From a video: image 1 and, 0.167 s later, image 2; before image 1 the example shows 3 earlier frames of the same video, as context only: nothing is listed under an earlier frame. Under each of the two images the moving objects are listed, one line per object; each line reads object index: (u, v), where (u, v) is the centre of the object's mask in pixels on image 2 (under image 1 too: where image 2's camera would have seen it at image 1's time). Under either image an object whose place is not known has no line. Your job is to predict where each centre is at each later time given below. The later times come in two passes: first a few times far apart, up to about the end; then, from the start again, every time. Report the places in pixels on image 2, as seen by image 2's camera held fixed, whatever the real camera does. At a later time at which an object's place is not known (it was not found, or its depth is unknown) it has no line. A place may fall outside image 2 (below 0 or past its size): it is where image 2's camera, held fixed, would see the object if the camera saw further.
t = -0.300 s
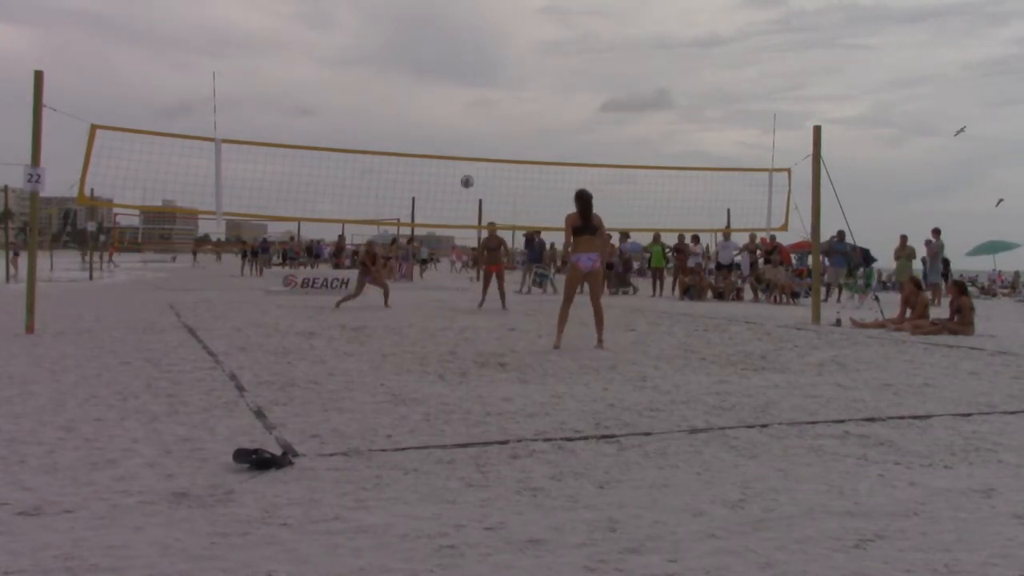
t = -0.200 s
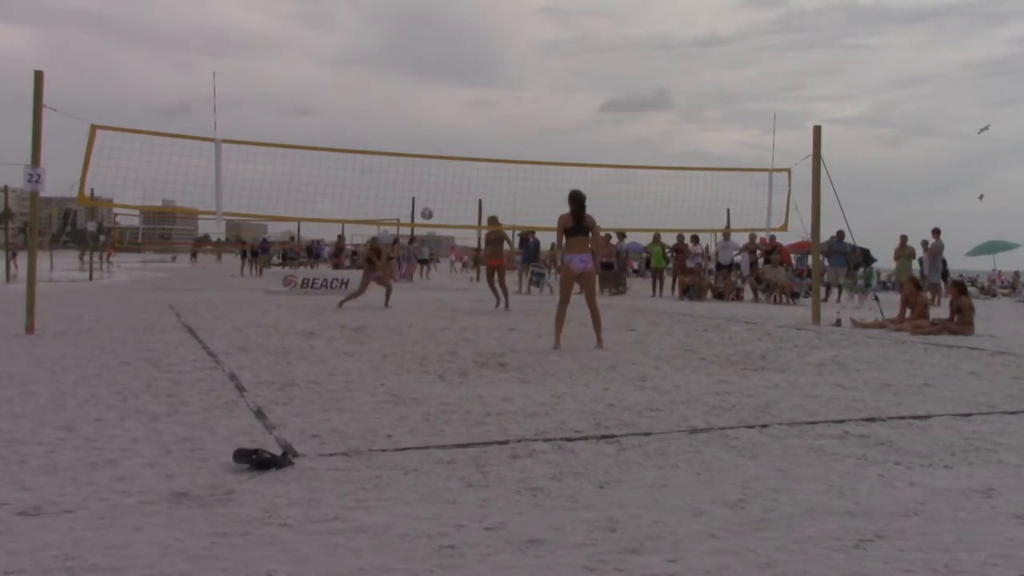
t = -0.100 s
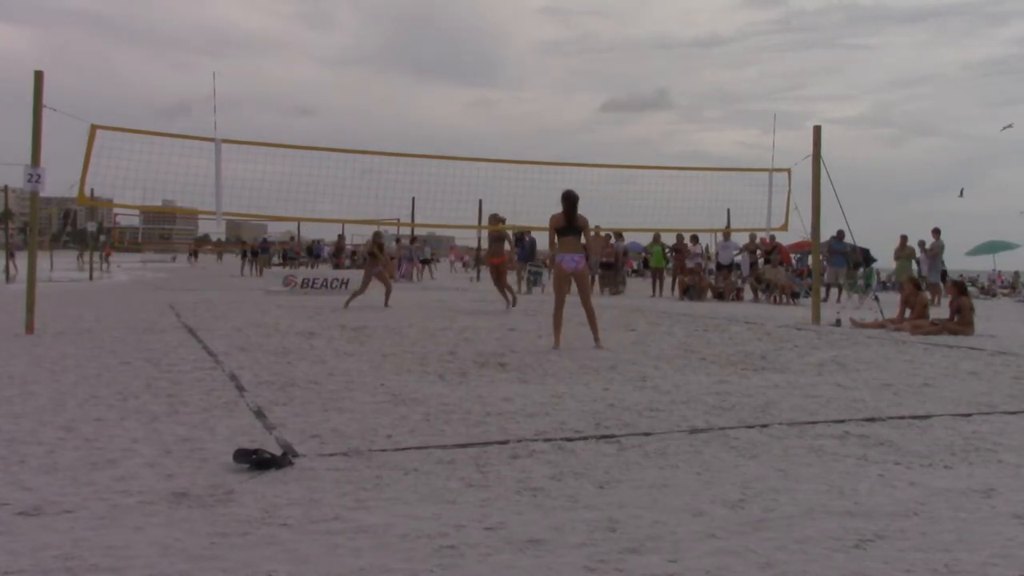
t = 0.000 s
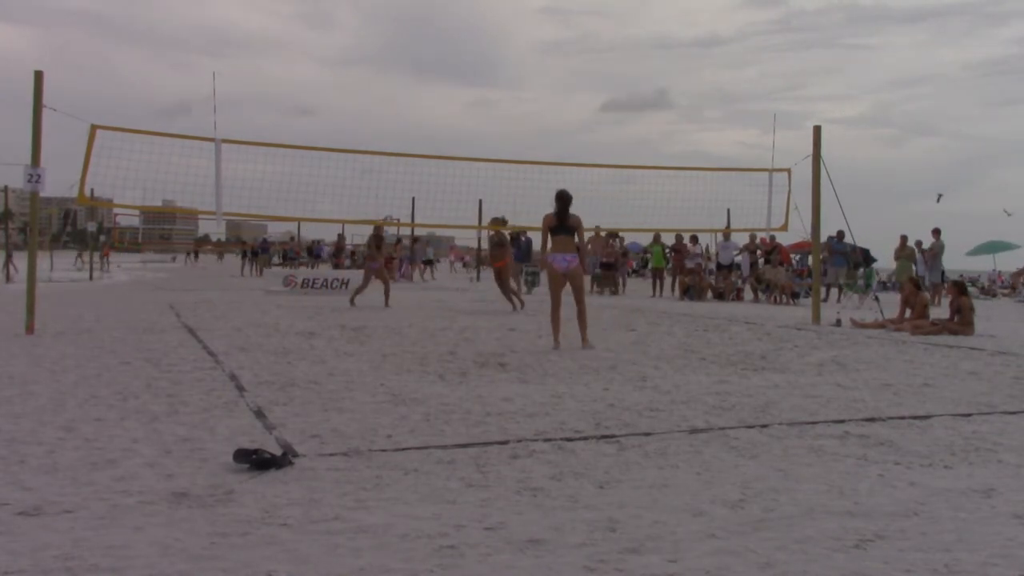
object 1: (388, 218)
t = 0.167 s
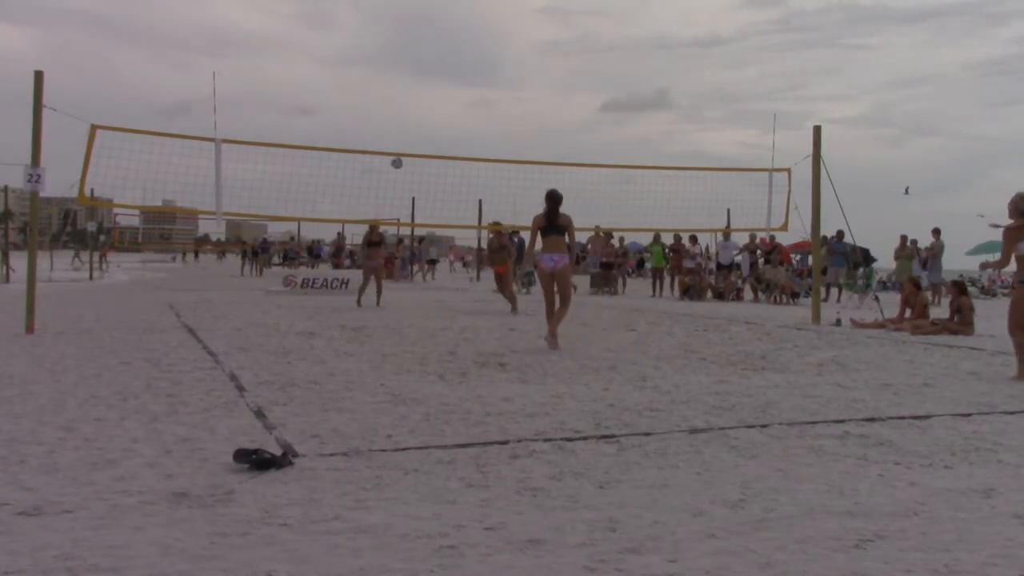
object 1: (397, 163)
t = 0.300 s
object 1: (402, 128)
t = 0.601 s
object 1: (412, 87)
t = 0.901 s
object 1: (417, 95)
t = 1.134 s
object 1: (418, 137)
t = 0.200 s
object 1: (398, 153)
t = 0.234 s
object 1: (400, 145)
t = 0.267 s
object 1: (401, 136)
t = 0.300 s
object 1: (402, 128)
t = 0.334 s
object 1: (404, 121)
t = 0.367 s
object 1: (405, 114)
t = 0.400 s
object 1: (406, 109)
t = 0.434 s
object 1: (407, 103)
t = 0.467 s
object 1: (408, 99)
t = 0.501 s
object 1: (409, 95)
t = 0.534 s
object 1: (410, 91)
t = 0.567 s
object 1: (411, 89)
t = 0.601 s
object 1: (412, 87)
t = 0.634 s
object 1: (413, 85)
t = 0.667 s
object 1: (413, 84)
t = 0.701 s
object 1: (414, 84)
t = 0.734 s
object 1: (414, 84)
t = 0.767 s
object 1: (415, 85)
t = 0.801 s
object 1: (416, 86)
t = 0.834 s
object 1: (416, 89)
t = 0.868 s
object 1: (416, 92)
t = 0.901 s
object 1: (417, 95)
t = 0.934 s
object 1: (417, 99)
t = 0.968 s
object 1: (417, 104)
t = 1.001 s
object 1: (417, 109)
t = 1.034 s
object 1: (418, 115)
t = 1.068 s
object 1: (417, 122)
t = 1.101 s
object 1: (417, 129)
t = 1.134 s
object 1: (418, 137)
